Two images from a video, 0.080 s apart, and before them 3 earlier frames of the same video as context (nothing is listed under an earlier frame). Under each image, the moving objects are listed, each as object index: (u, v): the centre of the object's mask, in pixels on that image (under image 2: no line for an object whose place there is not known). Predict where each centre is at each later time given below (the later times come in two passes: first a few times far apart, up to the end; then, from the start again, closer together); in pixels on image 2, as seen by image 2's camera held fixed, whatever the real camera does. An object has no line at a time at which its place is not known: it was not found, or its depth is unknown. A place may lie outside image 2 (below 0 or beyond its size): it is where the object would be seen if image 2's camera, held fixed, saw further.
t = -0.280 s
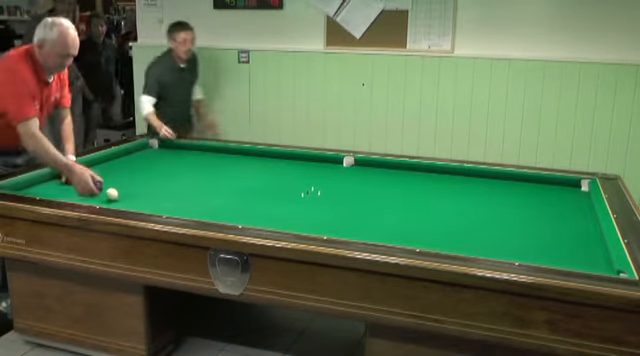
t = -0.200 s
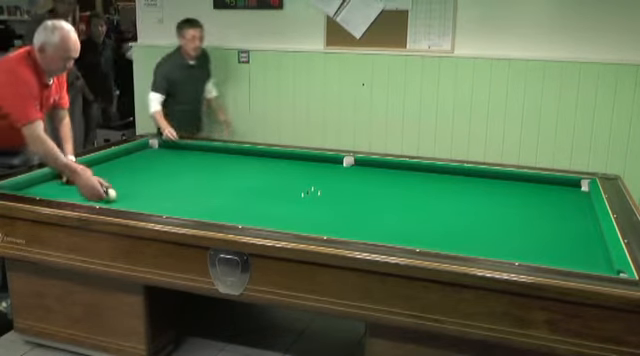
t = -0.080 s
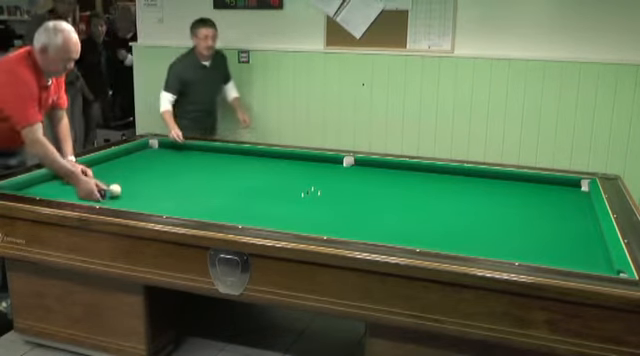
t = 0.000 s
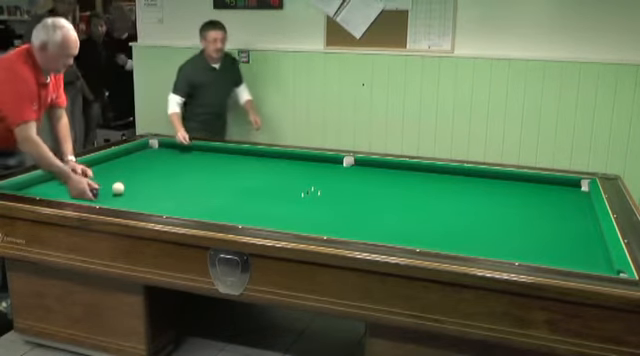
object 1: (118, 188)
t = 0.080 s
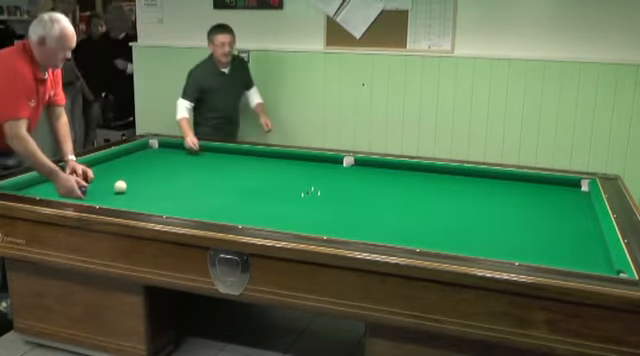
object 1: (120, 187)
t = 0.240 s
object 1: (124, 182)
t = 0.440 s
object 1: (130, 178)
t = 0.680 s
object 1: (136, 173)
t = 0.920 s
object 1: (141, 168)
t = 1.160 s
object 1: (146, 164)
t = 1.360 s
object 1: (150, 161)
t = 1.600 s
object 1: (154, 158)
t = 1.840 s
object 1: (158, 154)
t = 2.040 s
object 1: (161, 152)
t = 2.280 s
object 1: (165, 149)
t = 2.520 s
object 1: (168, 146)
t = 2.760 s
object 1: (168, 145)
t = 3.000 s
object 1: (162, 146)
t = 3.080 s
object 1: (160, 146)
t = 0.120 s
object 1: (121, 185)
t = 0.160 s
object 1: (122, 184)
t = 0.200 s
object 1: (123, 184)
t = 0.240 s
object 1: (124, 182)
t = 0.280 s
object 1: (125, 182)
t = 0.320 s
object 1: (127, 181)
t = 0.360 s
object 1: (127, 180)
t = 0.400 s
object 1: (129, 179)
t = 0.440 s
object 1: (130, 178)
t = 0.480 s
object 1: (131, 177)
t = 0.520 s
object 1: (132, 176)
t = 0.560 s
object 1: (133, 175)
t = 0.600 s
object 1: (134, 175)
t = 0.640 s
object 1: (135, 174)
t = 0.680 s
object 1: (136, 173)
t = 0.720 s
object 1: (137, 172)
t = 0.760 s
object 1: (138, 171)
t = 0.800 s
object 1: (139, 171)
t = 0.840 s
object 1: (140, 170)
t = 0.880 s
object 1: (140, 169)
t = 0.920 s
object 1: (141, 168)
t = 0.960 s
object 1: (142, 168)
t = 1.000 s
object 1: (143, 167)
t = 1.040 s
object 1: (144, 166)
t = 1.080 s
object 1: (145, 165)
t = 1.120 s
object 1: (146, 164)
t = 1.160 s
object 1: (146, 164)
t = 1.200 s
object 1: (147, 163)
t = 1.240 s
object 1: (148, 163)
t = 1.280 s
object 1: (149, 162)
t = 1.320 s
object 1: (149, 161)
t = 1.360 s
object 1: (150, 161)
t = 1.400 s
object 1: (151, 161)
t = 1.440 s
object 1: (151, 160)
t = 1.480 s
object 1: (152, 159)
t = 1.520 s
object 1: (153, 159)
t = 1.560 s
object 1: (154, 158)
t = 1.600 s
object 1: (154, 158)
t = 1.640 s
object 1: (155, 157)
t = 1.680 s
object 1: (155, 156)
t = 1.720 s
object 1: (156, 156)
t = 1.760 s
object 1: (157, 155)
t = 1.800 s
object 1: (157, 155)
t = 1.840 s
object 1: (158, 154)
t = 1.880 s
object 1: (159, 154)
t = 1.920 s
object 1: (160, 153)
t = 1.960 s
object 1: (160, 152)
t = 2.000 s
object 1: (161, 152)
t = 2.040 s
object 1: (161, 152)
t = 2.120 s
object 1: (163, 151)
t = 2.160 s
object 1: (163, 150)
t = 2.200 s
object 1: (163, 150)
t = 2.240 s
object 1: (164, 150)
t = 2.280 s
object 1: (165, 149)
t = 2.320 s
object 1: (166, 149)
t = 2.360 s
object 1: (166, 148)
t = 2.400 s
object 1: (167, 148)
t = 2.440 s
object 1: (167, 147)
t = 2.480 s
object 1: (168, 147)
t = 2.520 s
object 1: (168, 146)
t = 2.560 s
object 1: (169, 146)
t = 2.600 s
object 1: (169, 146)
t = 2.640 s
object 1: (170, 145)
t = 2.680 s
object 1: (169, 145)
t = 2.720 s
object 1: (168, 145)
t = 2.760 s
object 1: (168, 145)
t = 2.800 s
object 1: (166, 145)
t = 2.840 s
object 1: (166, 145)
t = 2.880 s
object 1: (164, 146)
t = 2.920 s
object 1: (164, 146)
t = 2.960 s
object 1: (163, 146)
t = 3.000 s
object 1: (162, 146)
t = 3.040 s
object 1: (161, 146)
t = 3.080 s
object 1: (160, 146)
